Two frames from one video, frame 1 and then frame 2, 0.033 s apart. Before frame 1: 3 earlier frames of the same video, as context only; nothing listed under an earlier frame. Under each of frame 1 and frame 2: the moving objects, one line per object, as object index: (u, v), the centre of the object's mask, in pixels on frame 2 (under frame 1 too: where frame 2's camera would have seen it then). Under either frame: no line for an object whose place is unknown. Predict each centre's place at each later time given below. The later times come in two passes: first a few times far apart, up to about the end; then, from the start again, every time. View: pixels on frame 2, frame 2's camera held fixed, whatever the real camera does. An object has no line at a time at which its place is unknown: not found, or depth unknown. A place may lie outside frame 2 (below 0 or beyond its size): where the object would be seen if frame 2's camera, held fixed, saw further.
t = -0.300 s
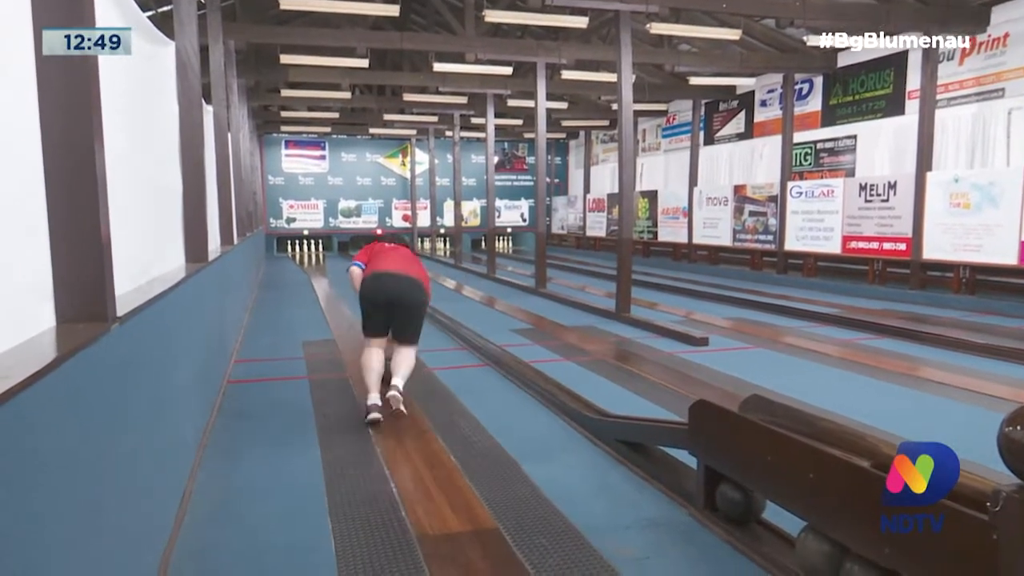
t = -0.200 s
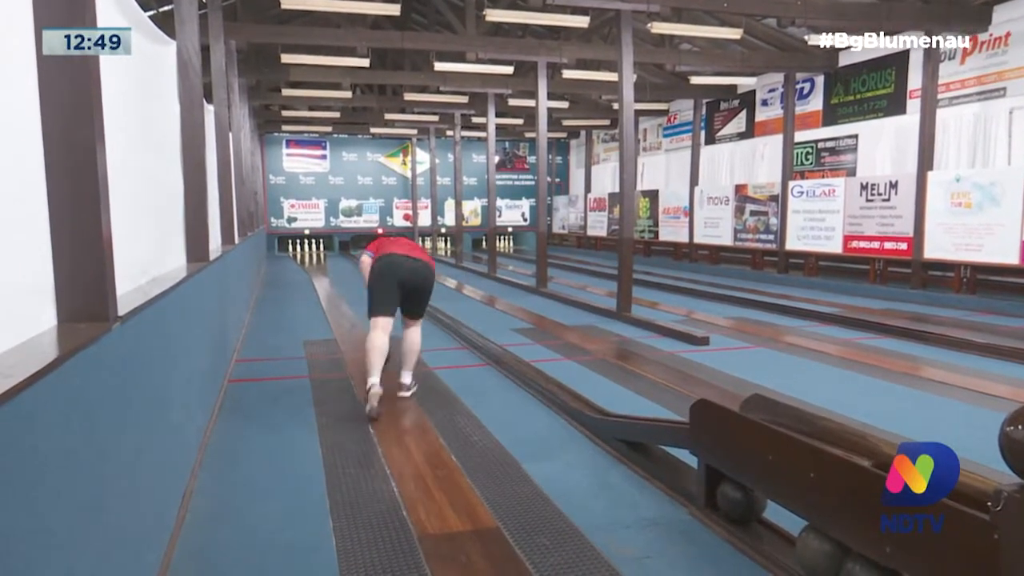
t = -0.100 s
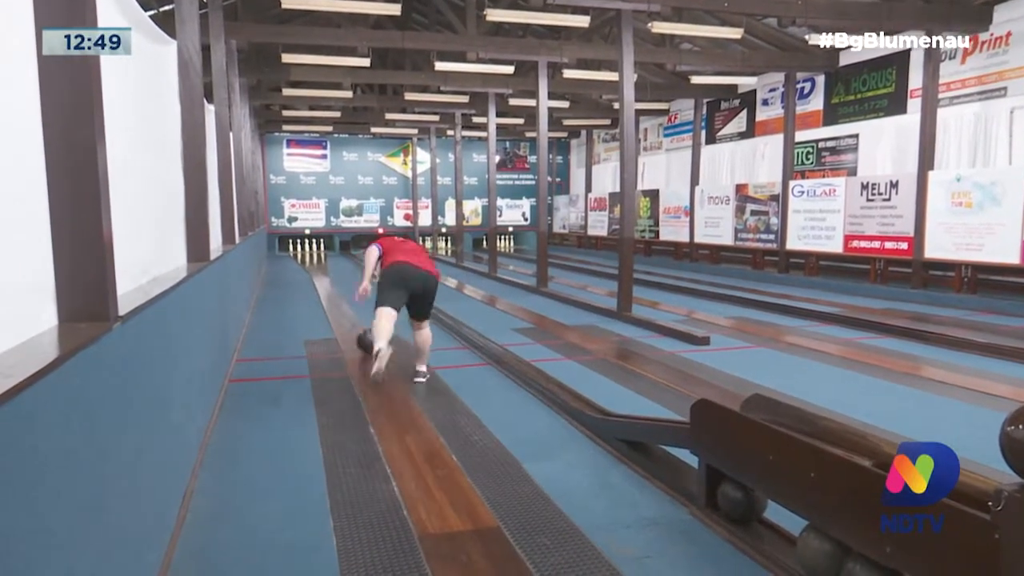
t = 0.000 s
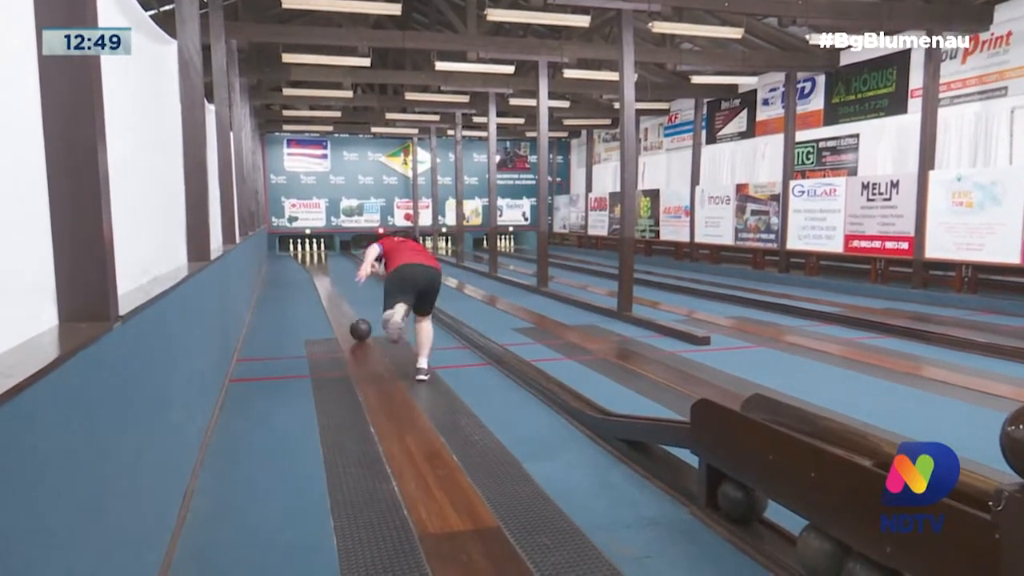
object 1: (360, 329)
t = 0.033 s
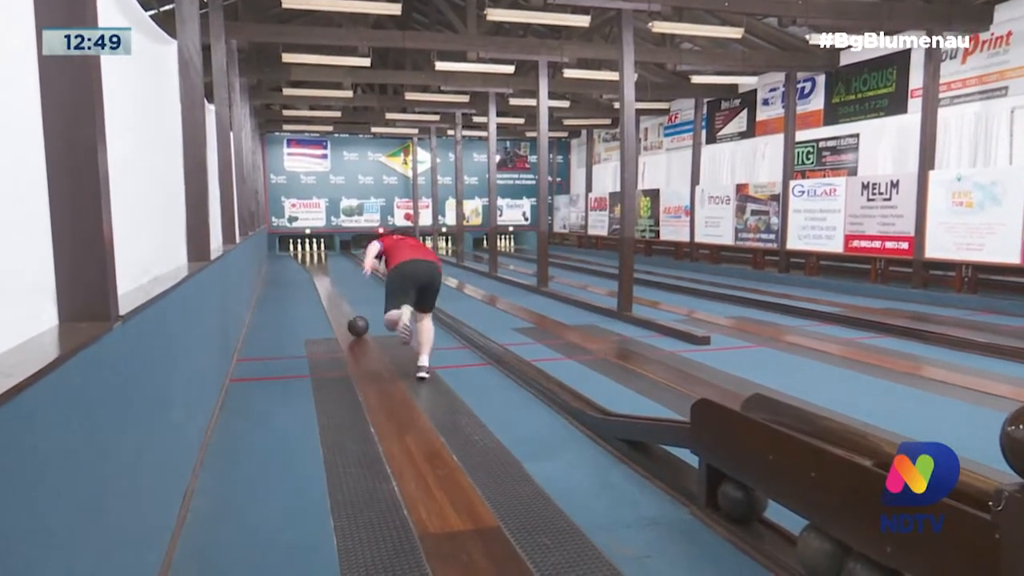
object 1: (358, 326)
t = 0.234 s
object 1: (346, 310)
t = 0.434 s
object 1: (337, 299)
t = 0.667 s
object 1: (330, 288)
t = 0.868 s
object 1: (325, 281)
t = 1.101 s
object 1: (320, 274)
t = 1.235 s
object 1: (318, 271)
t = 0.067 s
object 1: (356, 323)
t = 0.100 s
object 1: (354, 320)
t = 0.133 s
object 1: (352, 318)
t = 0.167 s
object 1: (350, 315)
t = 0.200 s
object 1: (348, 313)
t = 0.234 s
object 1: (346, 310)
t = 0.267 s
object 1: (344, 308)
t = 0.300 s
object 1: (343, 306)
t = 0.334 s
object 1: (341, 304)
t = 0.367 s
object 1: (340, 302)
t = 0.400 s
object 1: (338, 300)
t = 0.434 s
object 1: (337, 299)
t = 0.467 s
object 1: (336, 297)
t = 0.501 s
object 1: (335, 295)
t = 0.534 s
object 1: (334, 294)
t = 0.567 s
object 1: (333, 292)
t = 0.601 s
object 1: (331, 291)
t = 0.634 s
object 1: (331, 289)
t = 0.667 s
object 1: (330, 288)
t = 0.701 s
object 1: (329, 287)
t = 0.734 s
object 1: (328, 285)
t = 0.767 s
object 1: (327, 284)
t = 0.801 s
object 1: (326, 283)
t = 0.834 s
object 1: (325, 282)
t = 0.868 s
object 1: (325, 281)
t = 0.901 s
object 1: (324, 280)
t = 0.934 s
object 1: (323, 279)
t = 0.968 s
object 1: (322, 278)
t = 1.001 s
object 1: (322, 277)
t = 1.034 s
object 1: (321, 276)
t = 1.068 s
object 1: (320, 275)
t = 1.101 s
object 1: (320, 274)
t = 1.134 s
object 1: (319, 274)
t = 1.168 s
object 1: (319, 273)
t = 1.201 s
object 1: (318, 272)
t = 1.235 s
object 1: (318, 271)
